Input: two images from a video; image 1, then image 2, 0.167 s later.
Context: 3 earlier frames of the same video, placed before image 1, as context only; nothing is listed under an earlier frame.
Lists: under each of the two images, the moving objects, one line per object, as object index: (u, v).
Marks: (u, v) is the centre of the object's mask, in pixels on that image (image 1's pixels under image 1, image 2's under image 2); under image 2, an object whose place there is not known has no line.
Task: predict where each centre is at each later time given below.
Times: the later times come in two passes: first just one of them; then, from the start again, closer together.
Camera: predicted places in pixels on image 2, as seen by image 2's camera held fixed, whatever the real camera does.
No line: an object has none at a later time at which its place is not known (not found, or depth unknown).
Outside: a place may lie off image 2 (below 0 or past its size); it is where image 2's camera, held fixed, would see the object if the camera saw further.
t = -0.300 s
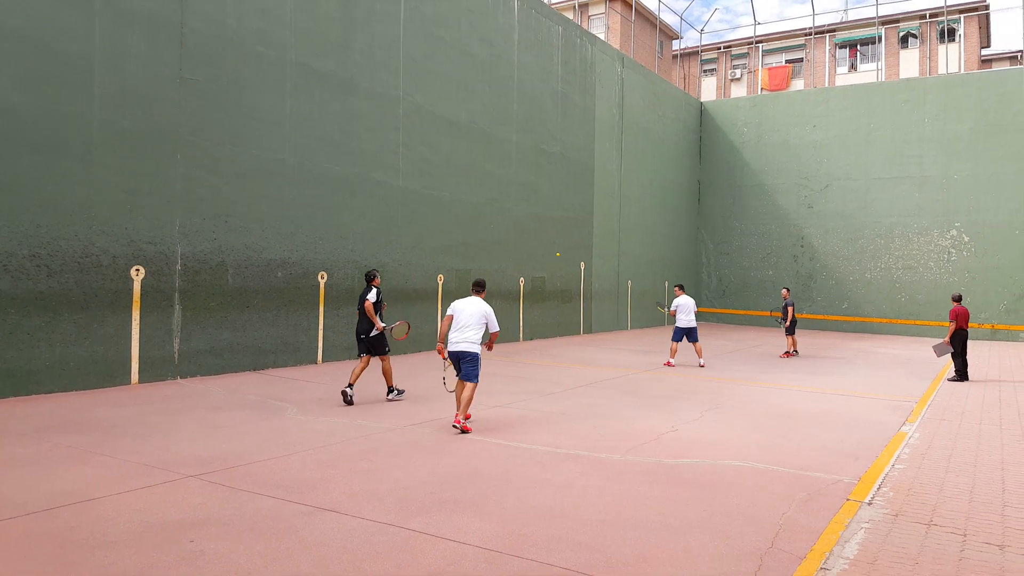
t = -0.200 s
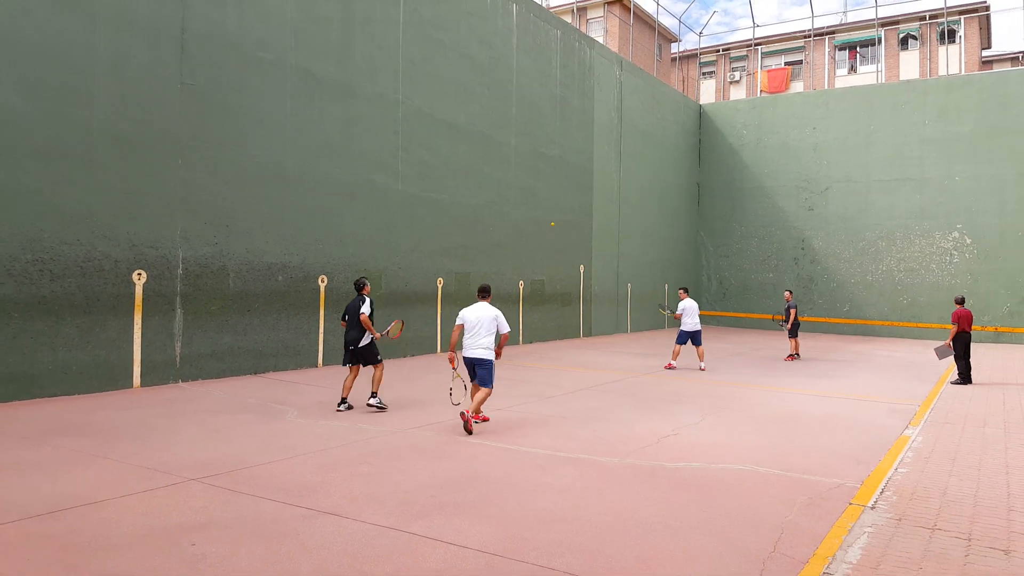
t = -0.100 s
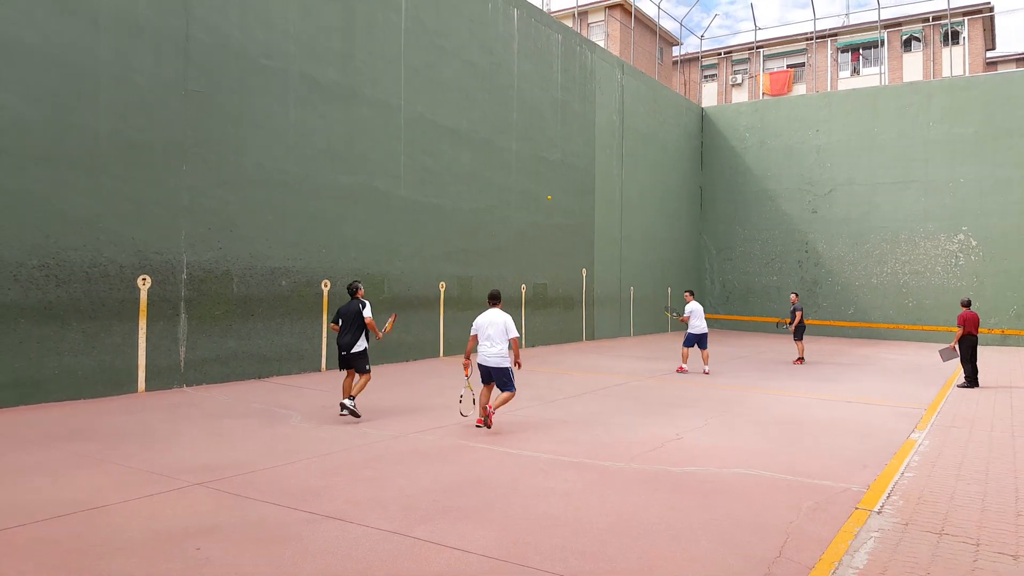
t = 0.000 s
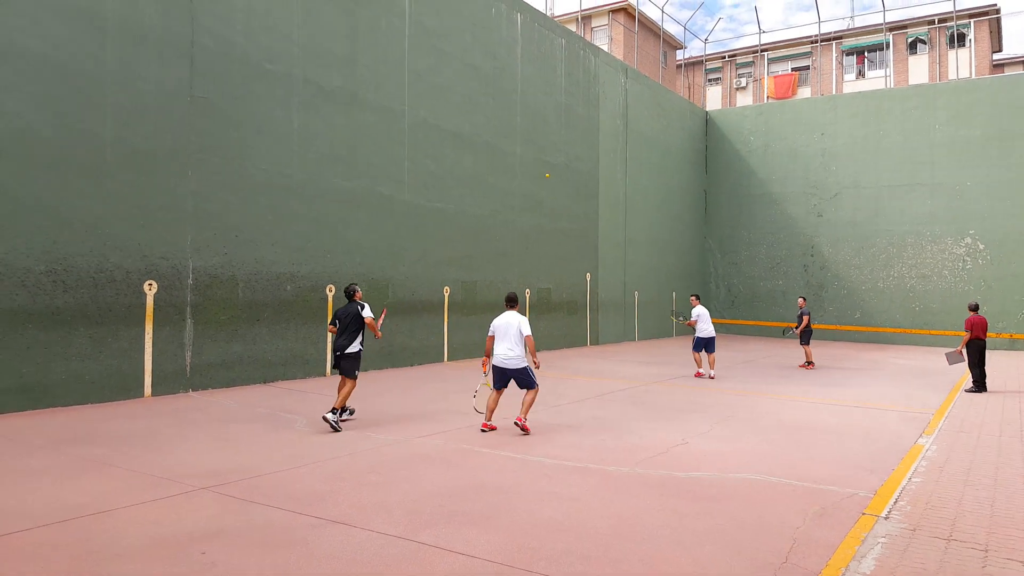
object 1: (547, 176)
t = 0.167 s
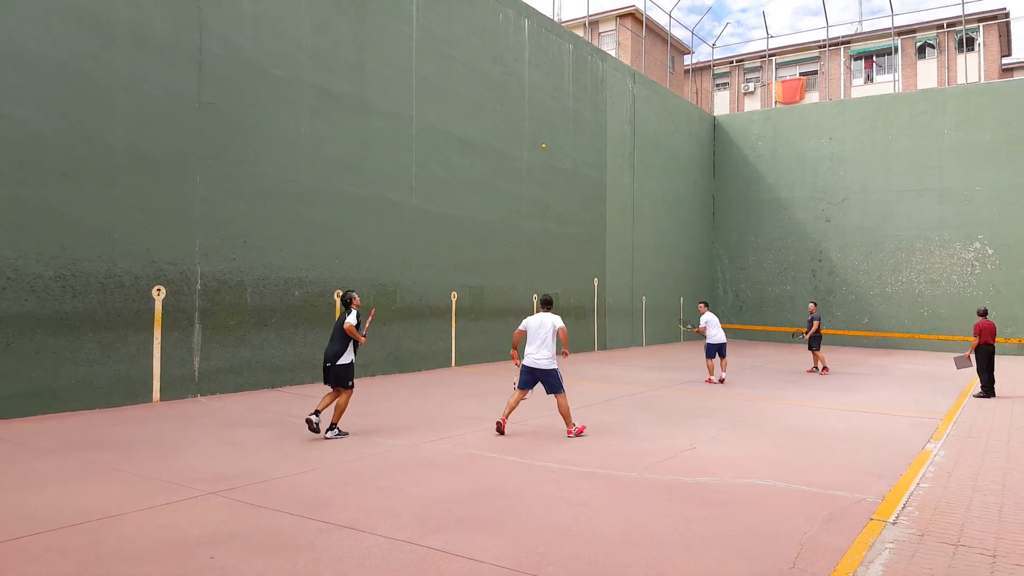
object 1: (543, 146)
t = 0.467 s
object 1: (519, 121)
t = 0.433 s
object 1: (522, 121)
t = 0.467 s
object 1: (519, 121)
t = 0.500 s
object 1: (516, 122)
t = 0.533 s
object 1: (513, 124)
